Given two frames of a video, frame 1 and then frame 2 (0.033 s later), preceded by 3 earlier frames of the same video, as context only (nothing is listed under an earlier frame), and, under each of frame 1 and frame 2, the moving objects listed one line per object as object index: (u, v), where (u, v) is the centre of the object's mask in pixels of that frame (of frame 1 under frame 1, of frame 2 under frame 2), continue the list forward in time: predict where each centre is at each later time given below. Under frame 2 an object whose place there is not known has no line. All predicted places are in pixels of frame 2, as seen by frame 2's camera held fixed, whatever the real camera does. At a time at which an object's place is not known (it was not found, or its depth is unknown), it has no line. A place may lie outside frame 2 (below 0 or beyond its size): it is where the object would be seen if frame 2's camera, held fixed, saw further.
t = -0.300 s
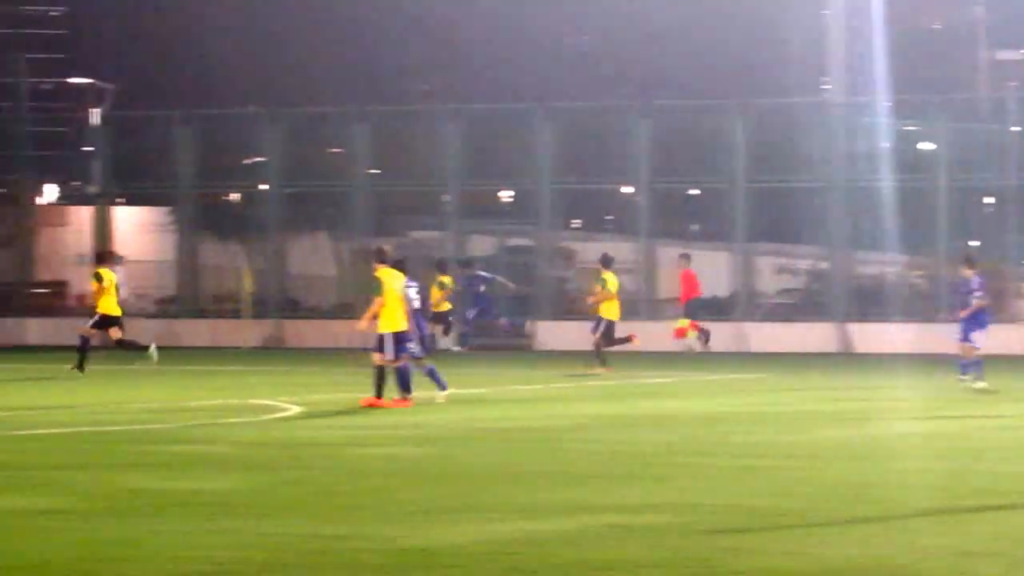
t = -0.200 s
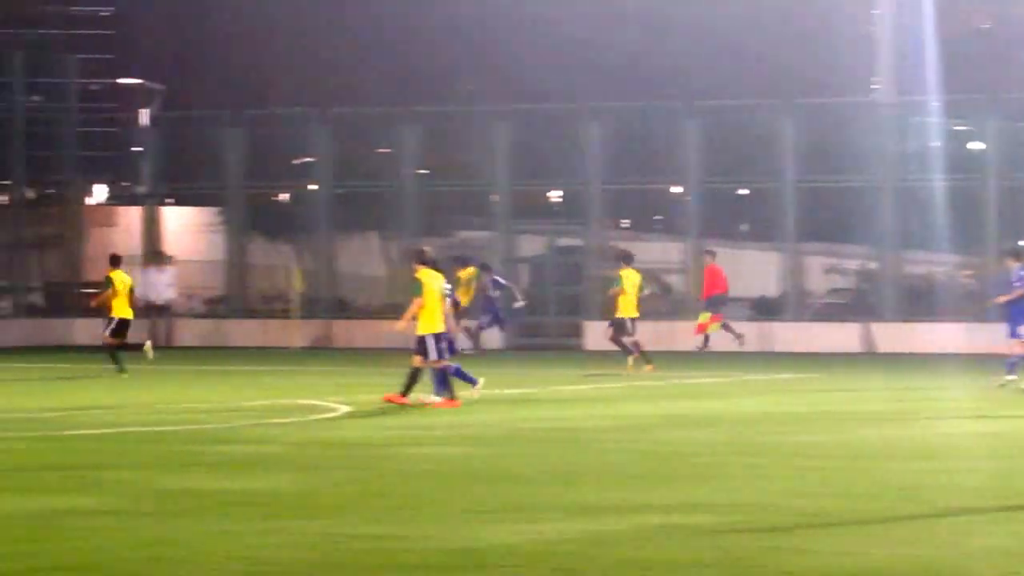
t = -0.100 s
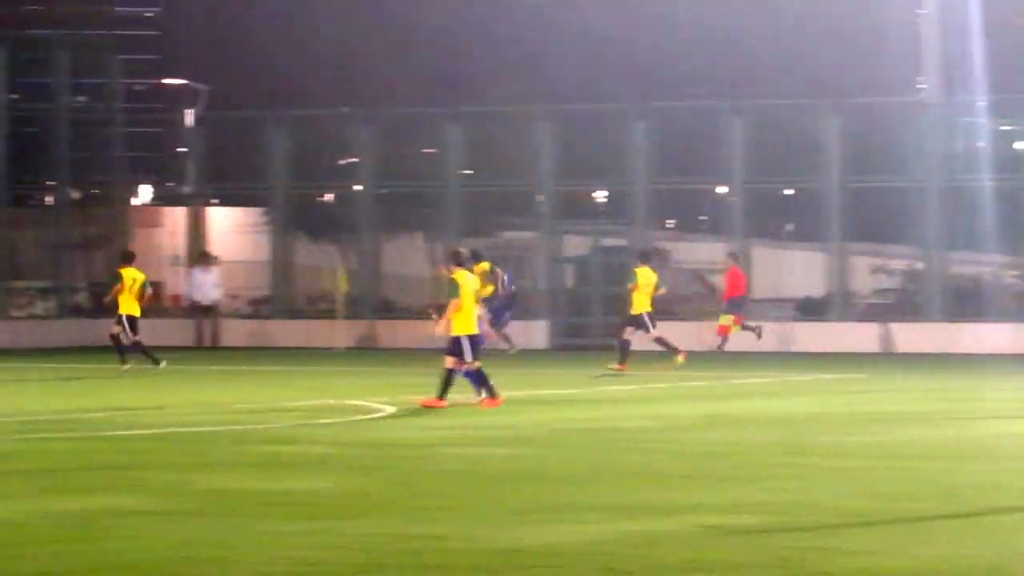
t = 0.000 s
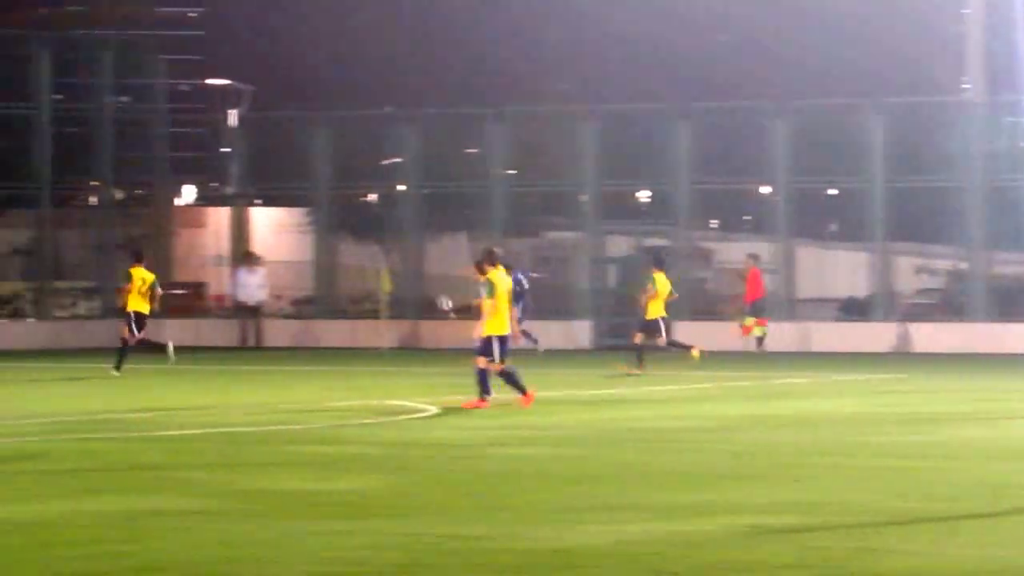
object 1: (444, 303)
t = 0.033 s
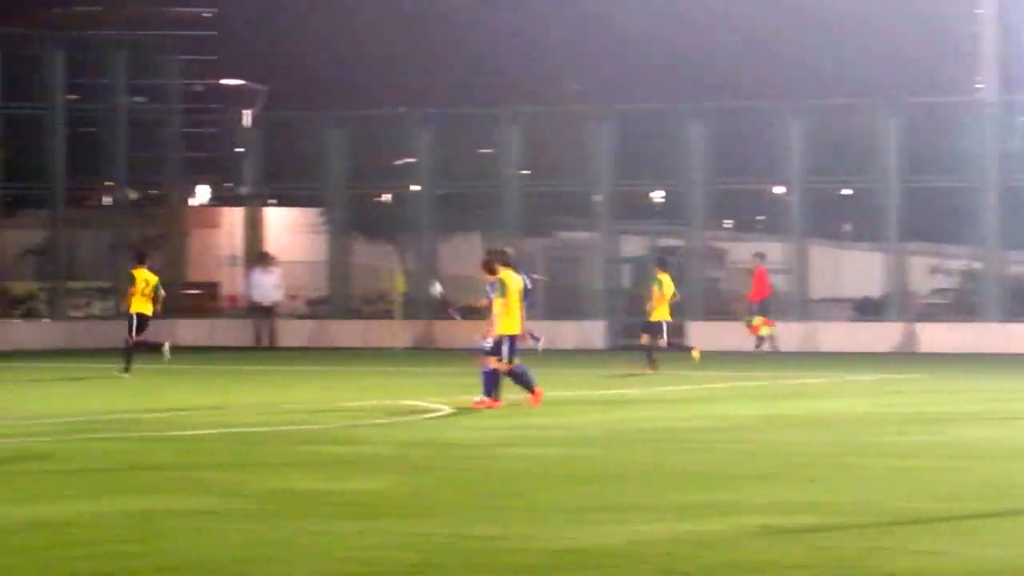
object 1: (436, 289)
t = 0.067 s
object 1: (417, 275)
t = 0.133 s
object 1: (380, 246)
